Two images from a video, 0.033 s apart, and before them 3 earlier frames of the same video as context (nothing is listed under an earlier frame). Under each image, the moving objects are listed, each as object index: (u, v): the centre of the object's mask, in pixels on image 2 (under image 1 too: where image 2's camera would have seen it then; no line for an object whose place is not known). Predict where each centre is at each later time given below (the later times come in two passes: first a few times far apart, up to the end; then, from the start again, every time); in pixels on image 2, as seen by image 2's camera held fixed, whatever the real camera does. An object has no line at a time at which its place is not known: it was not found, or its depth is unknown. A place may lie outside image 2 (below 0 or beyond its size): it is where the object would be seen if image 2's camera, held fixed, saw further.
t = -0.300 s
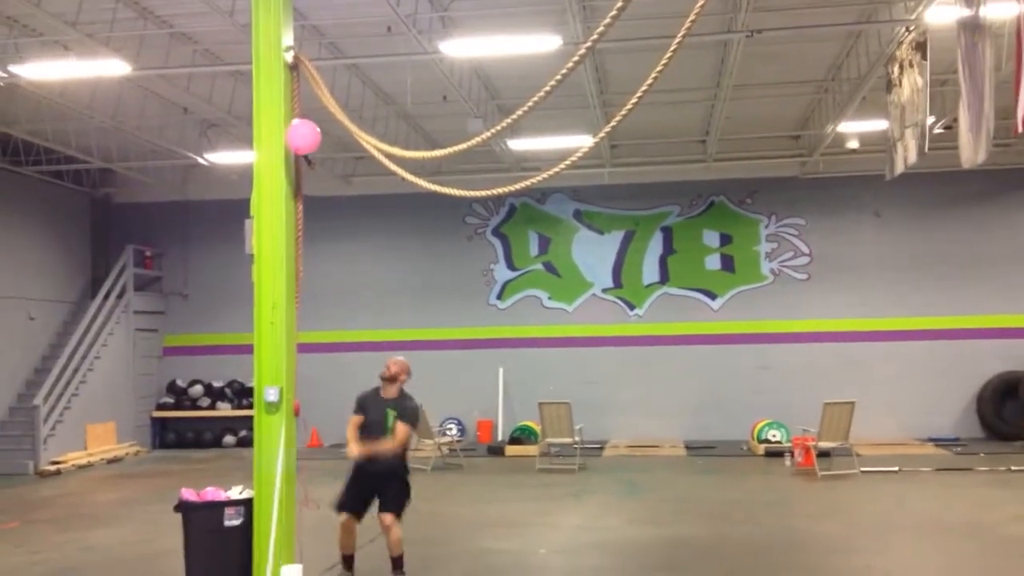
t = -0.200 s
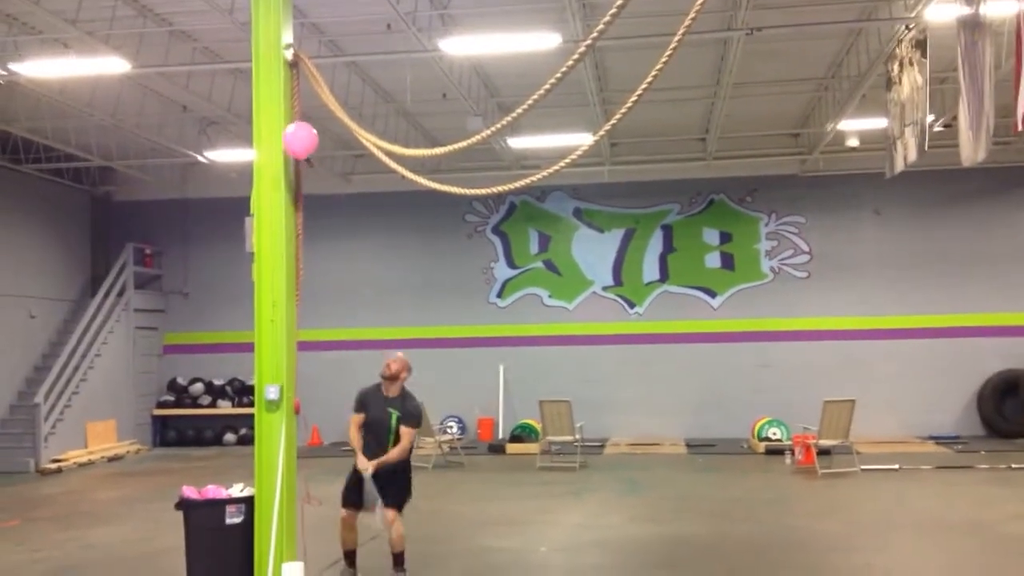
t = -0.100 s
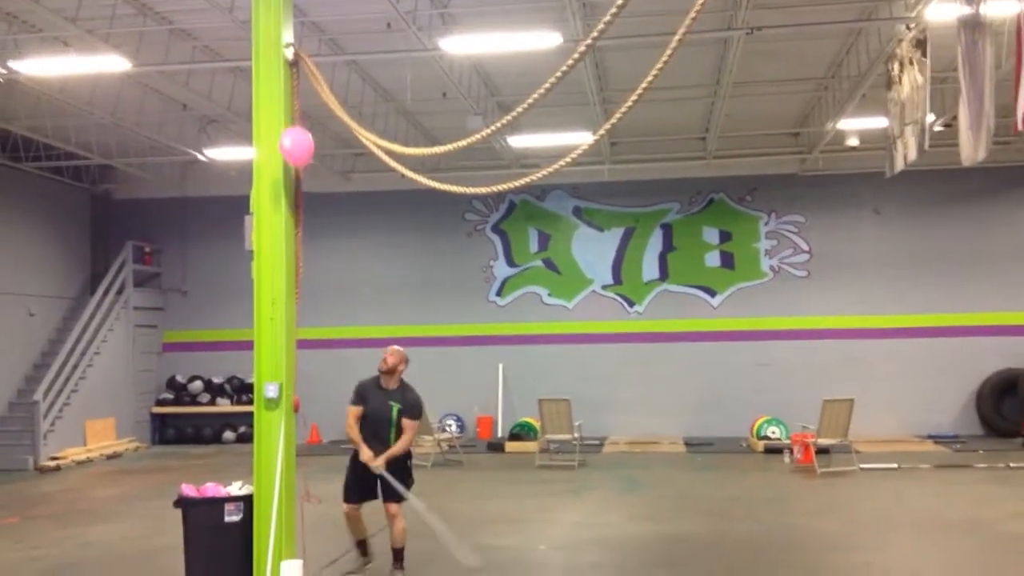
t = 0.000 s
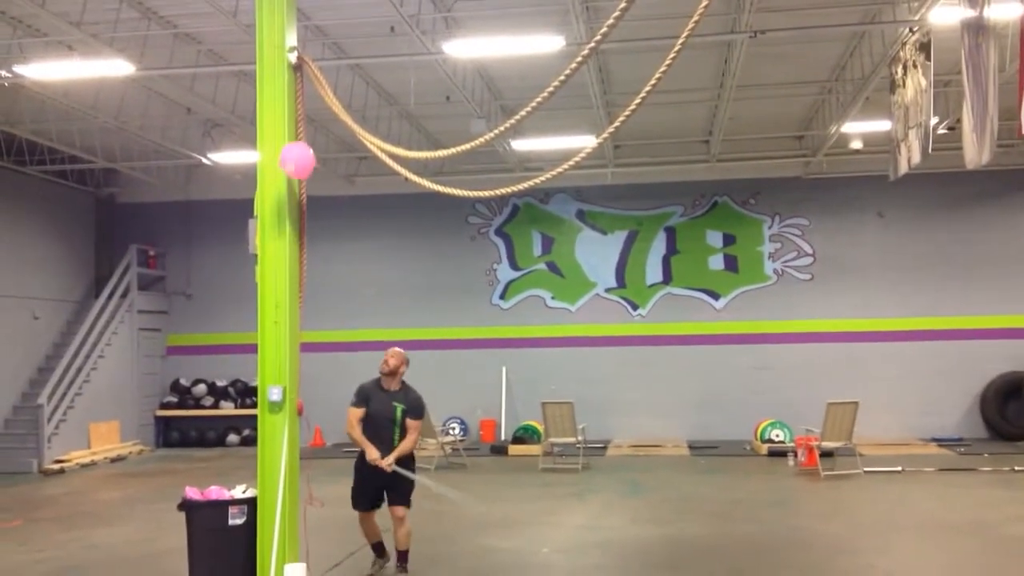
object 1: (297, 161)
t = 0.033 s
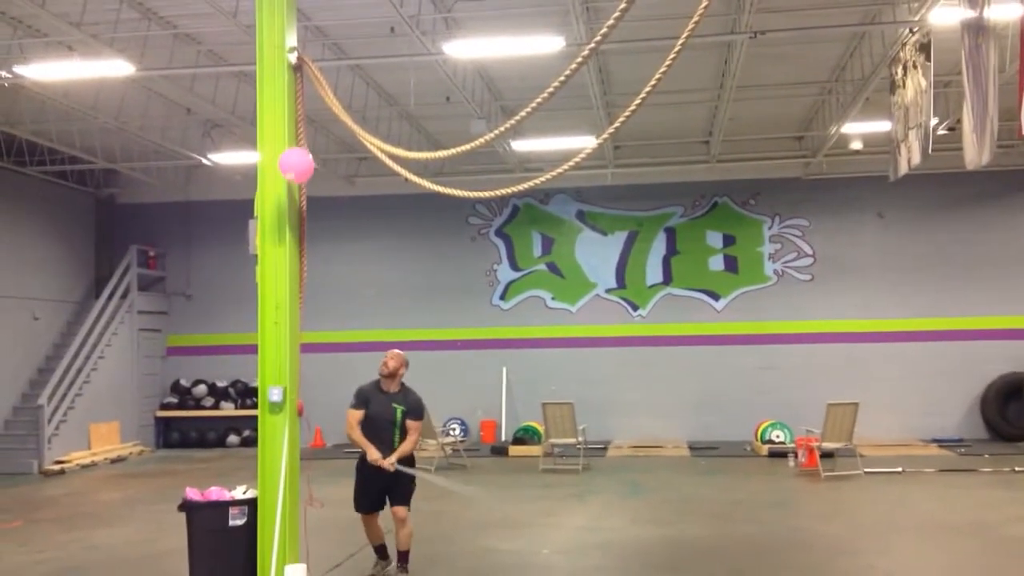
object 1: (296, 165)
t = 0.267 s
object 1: (293, 203)
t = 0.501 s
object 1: (292, 247)
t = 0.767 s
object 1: (295, 304)
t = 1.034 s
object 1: (301, 368)
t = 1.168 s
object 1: (301, 399)
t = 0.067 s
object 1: (296, 169)
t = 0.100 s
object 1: (295, 174)
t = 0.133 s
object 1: (294, 179)
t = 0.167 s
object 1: (293, 185)
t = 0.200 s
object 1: (293, 191)
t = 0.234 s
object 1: (293, 197)
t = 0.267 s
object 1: (293, 203)
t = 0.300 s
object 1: (293, 209)
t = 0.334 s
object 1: (293, 216)
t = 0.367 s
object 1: (292, 223)
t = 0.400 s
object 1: (293, 229)
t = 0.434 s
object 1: (293, 235)
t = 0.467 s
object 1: (293, 240)
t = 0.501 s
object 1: (292, 247)
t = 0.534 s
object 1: (293, 255)
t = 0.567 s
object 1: (293, 261)
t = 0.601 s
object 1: (294, 268)
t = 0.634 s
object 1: (294, 276)
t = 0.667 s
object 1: (294, 283)
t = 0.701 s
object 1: (294, 291)
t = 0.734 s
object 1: (295, 298)
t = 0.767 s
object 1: (295, 304)
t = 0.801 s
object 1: (295, 313)
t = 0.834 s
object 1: (296, 321)
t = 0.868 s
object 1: (297, 329)
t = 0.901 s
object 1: (298, 337)
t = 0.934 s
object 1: (298, 345)
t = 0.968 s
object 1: (299, 353)
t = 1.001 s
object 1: (300, 361)
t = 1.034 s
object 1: (301, 368)
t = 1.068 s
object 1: (301, 375)
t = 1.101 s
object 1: (302, 383)
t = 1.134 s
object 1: (301, 391)
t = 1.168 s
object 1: (301, 399)
